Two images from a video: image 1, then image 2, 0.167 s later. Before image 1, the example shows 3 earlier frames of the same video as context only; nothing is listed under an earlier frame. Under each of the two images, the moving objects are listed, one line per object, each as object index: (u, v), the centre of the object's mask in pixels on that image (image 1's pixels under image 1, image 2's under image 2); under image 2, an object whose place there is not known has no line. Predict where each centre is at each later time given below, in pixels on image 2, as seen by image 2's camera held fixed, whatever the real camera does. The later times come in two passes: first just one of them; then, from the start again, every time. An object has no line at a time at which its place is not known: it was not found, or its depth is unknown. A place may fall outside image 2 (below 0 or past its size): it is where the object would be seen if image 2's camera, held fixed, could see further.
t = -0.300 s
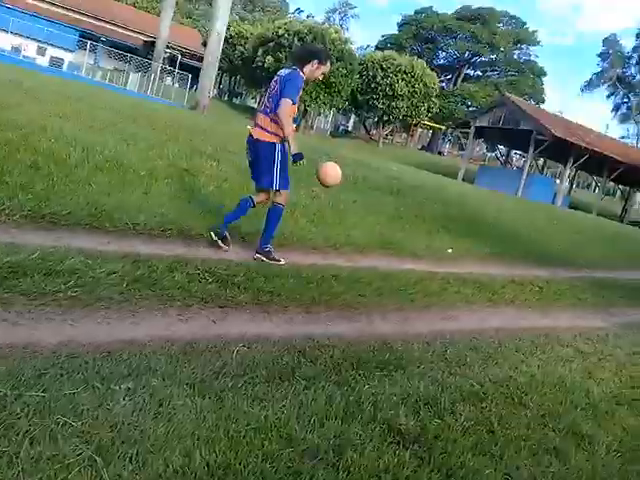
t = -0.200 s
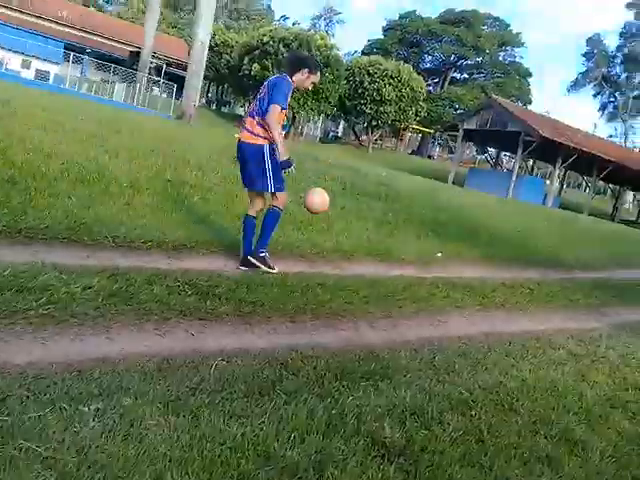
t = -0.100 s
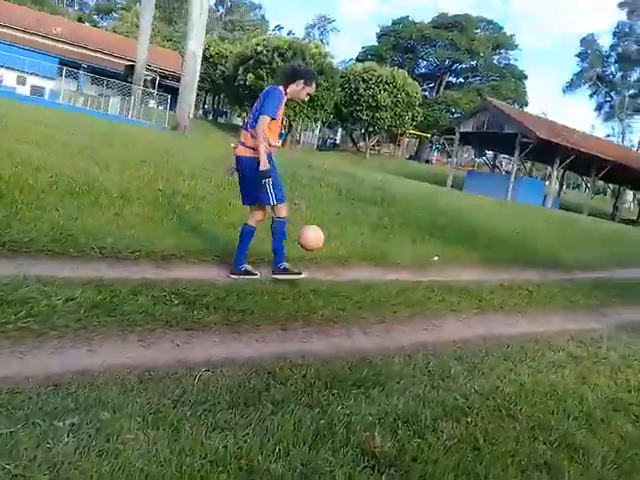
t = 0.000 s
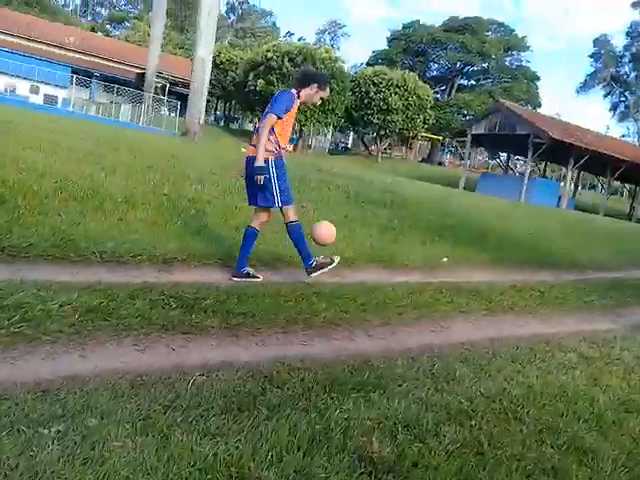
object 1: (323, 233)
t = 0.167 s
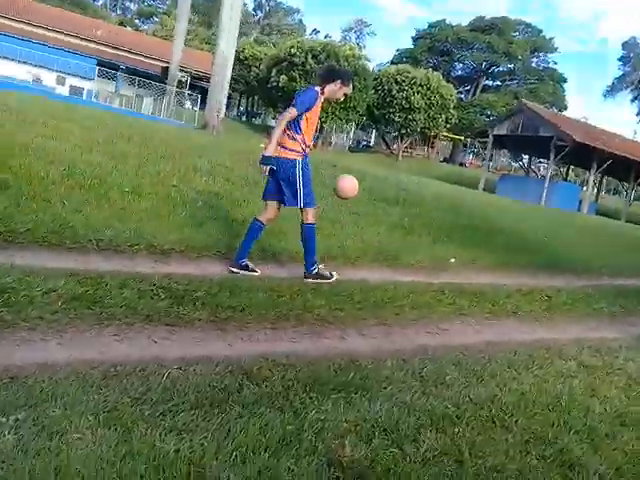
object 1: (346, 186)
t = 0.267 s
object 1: (353, 176)
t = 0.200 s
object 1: (350, 182)
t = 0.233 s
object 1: (352, 178)
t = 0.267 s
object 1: (353, 176)
